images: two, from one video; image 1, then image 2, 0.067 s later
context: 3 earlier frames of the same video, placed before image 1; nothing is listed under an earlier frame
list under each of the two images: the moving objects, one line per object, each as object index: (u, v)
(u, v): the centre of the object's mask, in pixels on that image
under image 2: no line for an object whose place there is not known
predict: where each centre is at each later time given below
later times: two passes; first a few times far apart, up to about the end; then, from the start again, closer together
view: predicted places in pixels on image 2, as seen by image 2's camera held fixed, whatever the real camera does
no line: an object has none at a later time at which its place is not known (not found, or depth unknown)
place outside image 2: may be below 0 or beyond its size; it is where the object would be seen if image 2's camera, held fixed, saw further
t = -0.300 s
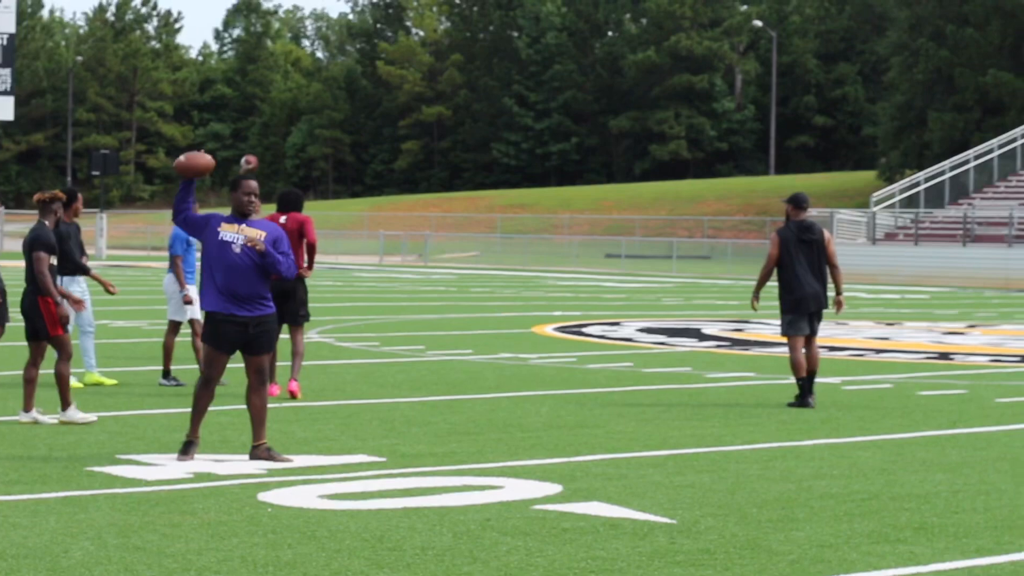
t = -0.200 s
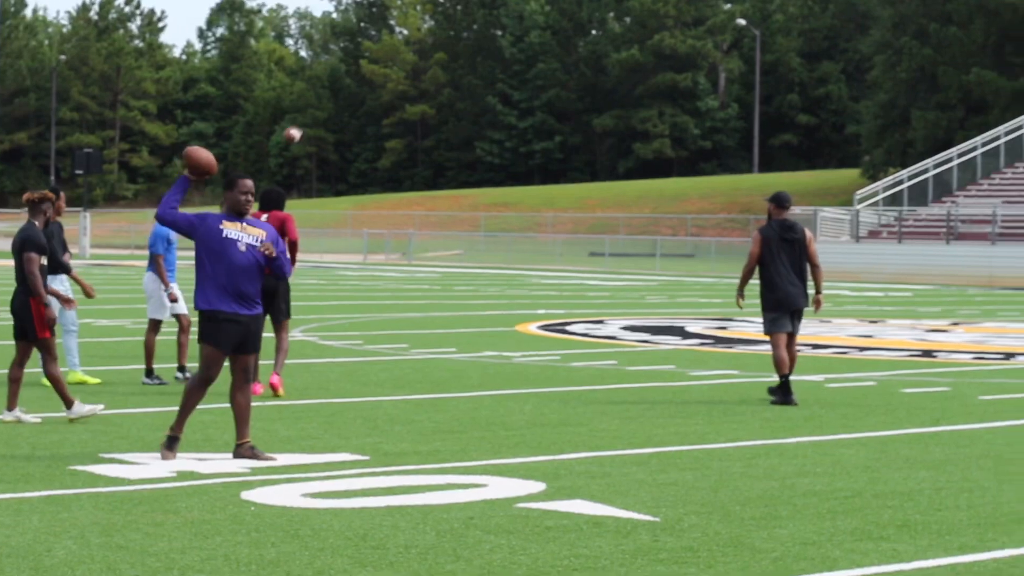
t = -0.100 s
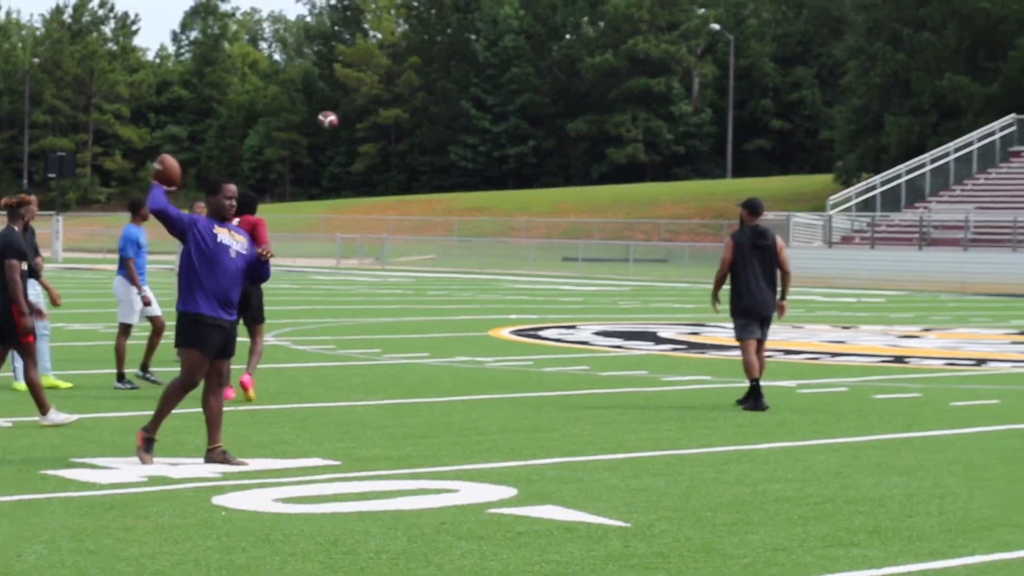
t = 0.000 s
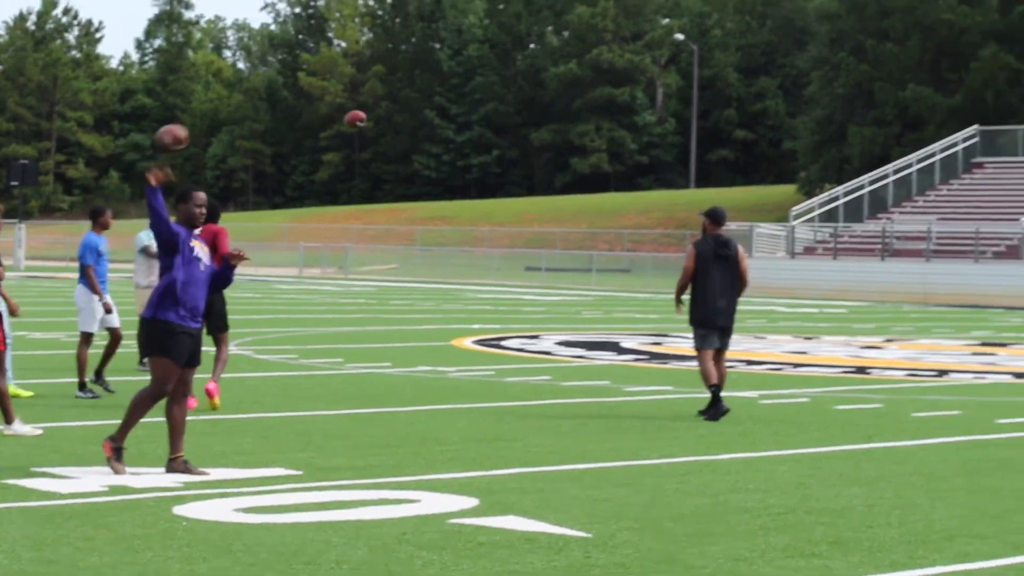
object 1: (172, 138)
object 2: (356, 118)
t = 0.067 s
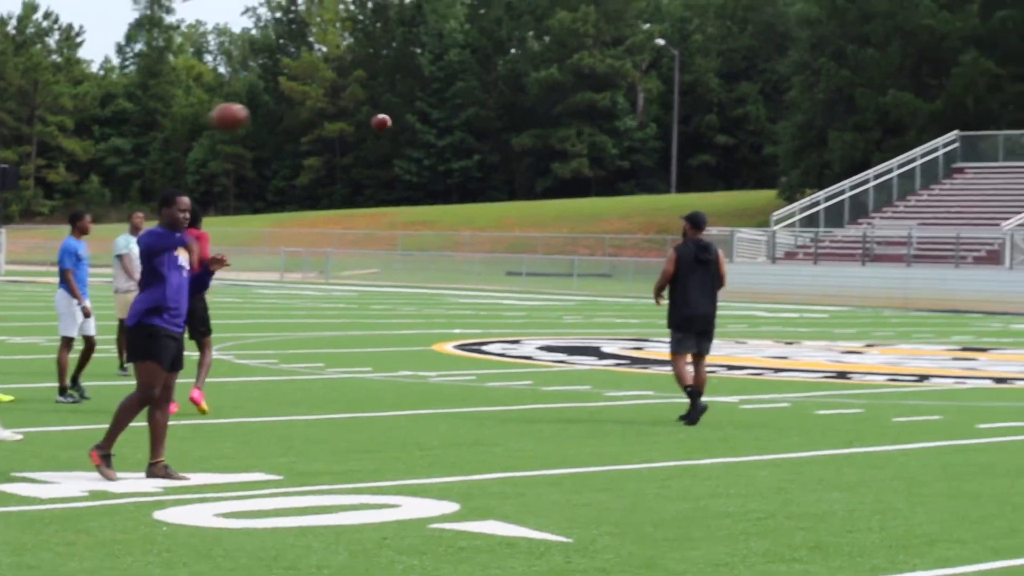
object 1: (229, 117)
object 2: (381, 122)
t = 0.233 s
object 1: (456, 78)
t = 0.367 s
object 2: (589, 177)
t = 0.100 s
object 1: (271, 105)
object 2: (404, 123)
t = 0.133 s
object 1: (316, 97)
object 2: (427, 125)
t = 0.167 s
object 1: (359, 89)
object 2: (449, 129)
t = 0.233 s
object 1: (456, 78)
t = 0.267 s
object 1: (509, 76)
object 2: (518, 147)
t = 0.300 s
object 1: (566, 74)
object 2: (542, 155)
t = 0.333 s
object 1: (626, 74)
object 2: (564, 166)
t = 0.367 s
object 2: (589, 177)
